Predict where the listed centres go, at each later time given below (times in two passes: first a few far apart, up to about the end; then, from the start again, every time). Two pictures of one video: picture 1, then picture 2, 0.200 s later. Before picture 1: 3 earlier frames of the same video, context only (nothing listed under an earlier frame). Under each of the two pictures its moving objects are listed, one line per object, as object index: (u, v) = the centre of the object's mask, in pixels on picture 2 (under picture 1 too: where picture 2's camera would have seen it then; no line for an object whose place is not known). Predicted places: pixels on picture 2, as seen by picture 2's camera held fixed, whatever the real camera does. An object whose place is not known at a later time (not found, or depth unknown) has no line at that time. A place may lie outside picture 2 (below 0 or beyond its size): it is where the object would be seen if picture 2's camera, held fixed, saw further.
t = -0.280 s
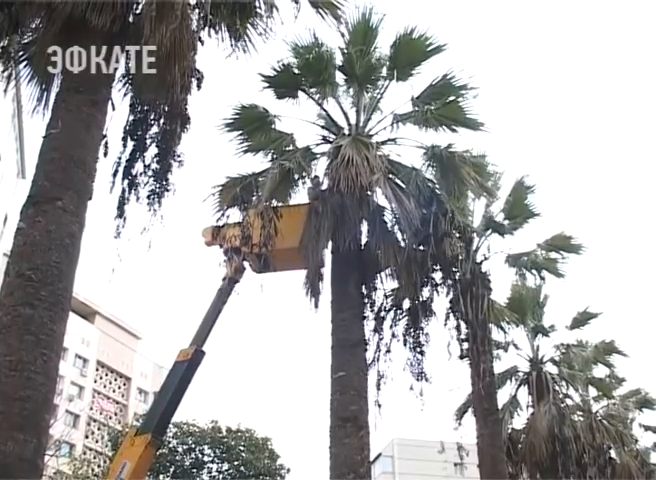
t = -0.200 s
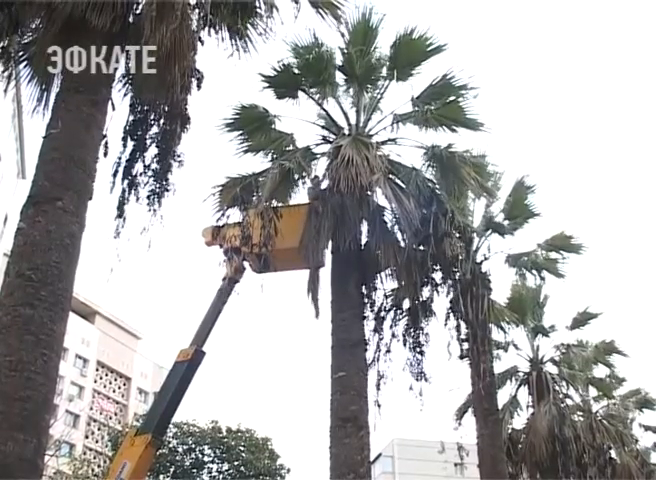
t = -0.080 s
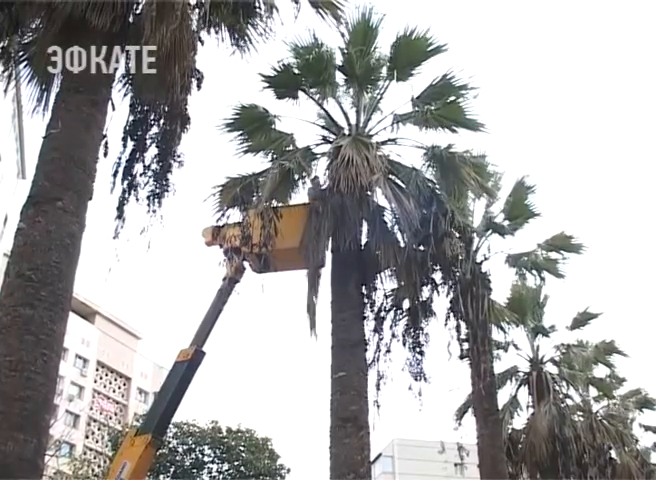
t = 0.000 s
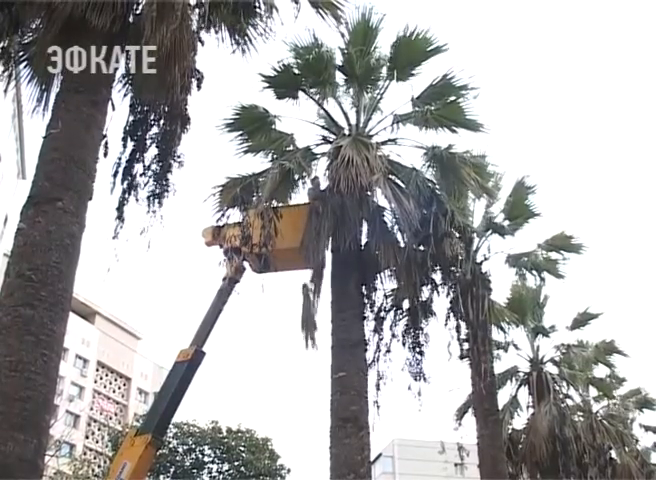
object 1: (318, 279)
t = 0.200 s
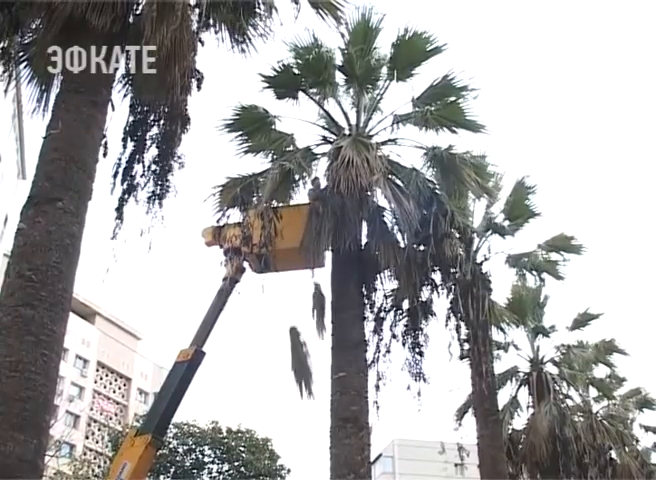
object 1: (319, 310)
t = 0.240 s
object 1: (319, 317)
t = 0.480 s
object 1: (323, 372)
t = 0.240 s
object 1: (319, 317)
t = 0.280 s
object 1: (319, 324)
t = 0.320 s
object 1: (320, 332)
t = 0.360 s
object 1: (320, 340)
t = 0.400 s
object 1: (321, 349)
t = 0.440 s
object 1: (321, 358)
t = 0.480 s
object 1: (323, 372)
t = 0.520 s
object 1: (324, 383)
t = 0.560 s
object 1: (327, 396)
